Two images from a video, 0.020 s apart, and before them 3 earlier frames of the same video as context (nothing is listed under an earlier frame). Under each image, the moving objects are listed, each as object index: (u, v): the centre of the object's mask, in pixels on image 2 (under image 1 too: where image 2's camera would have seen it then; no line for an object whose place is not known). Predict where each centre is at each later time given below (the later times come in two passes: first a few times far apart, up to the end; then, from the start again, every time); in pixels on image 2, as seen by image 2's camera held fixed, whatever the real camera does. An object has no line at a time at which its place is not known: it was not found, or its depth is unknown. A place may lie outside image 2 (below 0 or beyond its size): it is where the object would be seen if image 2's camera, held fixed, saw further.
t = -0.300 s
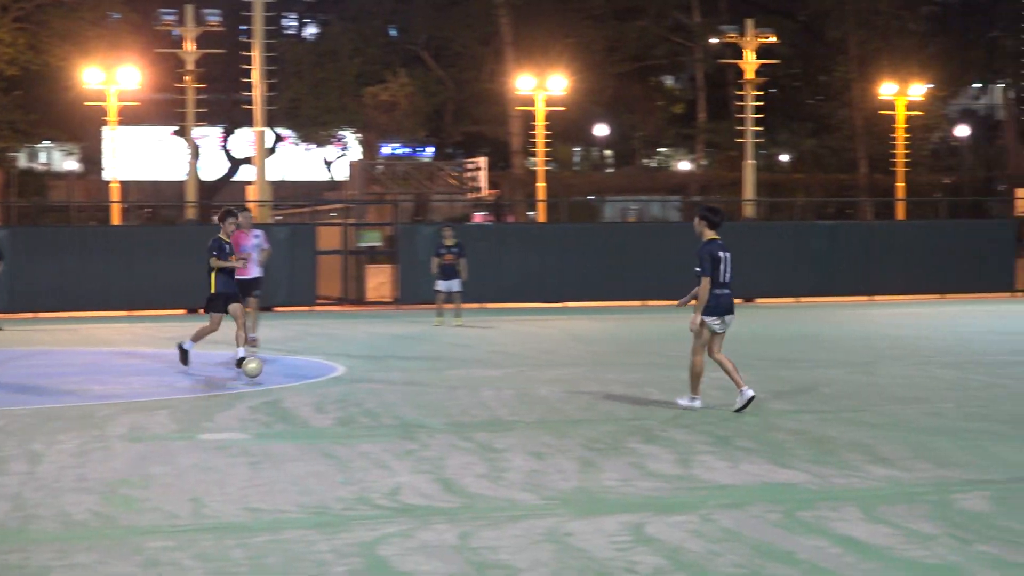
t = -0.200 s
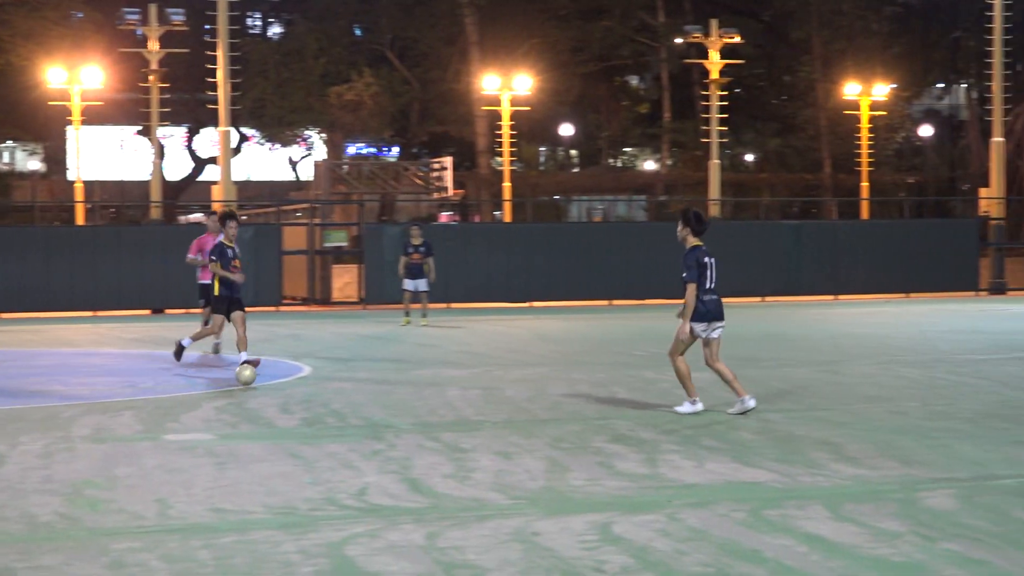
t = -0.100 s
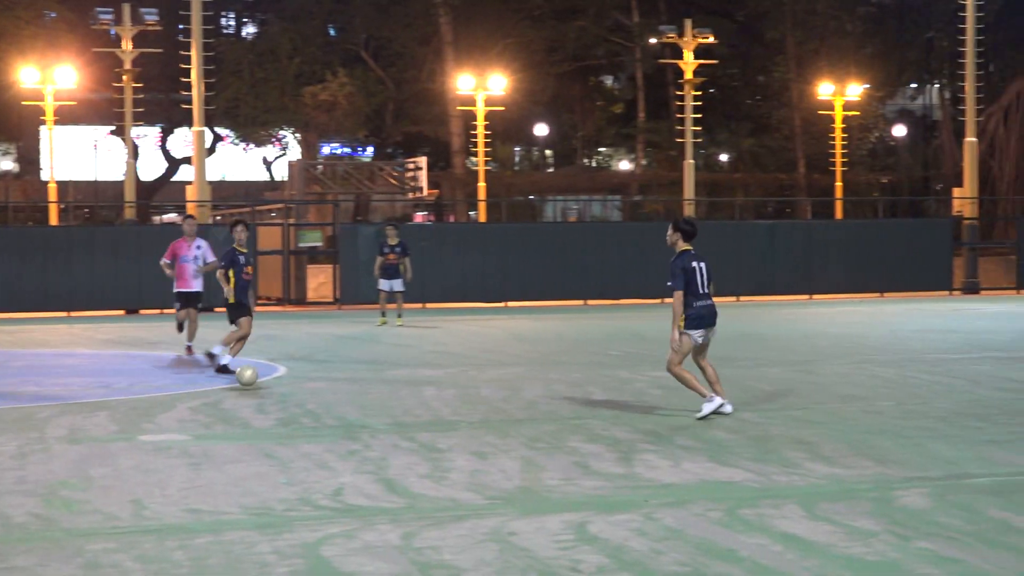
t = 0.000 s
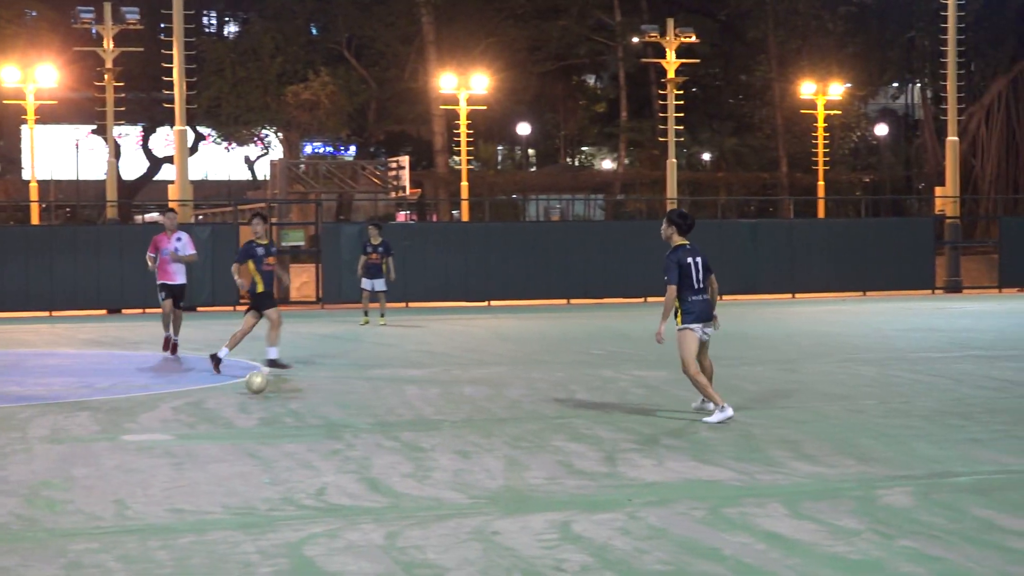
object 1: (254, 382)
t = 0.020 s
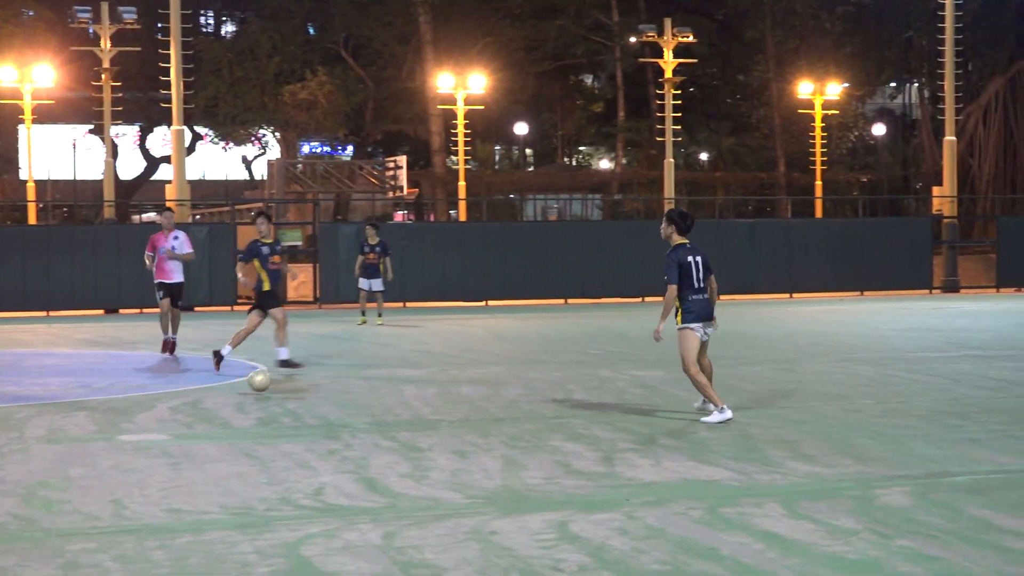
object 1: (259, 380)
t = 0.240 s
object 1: (320, 391)
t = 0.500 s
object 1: (395, 404)
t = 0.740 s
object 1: (471, 412)
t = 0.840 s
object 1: (505, 421)
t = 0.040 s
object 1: (265, 380)
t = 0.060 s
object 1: (271, 380)
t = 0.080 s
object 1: (276, 380)
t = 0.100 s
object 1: (281, 380)
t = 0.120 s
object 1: (287, 381)
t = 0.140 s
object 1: (293, 383)
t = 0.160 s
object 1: (298, 386)
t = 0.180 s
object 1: (302, 388)
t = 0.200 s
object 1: (309, 391)
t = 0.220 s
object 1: (315, 391)
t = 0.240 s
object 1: (320, 391)
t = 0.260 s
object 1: (326, 391)
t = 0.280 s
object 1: (331, 391)
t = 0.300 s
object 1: (336, 392)
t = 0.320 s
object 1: (342, 393)
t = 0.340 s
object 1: (347, 396)
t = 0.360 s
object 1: (353, 398)
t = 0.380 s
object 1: (359, 398)
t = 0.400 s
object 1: (365, 397)
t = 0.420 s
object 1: (371, 397)
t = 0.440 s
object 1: (377, 398)
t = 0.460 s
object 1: (384, 400)
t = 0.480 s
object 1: (389, 402)
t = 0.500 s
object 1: (395, 404)
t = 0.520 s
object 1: (401, 406)
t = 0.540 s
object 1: (407, 406)
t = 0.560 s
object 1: (413, 406)
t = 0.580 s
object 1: (419, 407)
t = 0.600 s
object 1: (425, 407)
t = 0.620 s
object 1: (432, 409)
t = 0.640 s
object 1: (438, 411)
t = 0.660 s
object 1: (445, 412)
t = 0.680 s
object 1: (451, 411)
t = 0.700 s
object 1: (458, 411)
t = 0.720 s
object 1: (464, 411)
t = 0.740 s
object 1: (471, 412)
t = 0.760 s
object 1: (477, 414)
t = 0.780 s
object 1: (485, 416)
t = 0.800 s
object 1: (491, 419)
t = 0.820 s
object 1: (498, 421)
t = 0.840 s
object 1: (505, 421)
